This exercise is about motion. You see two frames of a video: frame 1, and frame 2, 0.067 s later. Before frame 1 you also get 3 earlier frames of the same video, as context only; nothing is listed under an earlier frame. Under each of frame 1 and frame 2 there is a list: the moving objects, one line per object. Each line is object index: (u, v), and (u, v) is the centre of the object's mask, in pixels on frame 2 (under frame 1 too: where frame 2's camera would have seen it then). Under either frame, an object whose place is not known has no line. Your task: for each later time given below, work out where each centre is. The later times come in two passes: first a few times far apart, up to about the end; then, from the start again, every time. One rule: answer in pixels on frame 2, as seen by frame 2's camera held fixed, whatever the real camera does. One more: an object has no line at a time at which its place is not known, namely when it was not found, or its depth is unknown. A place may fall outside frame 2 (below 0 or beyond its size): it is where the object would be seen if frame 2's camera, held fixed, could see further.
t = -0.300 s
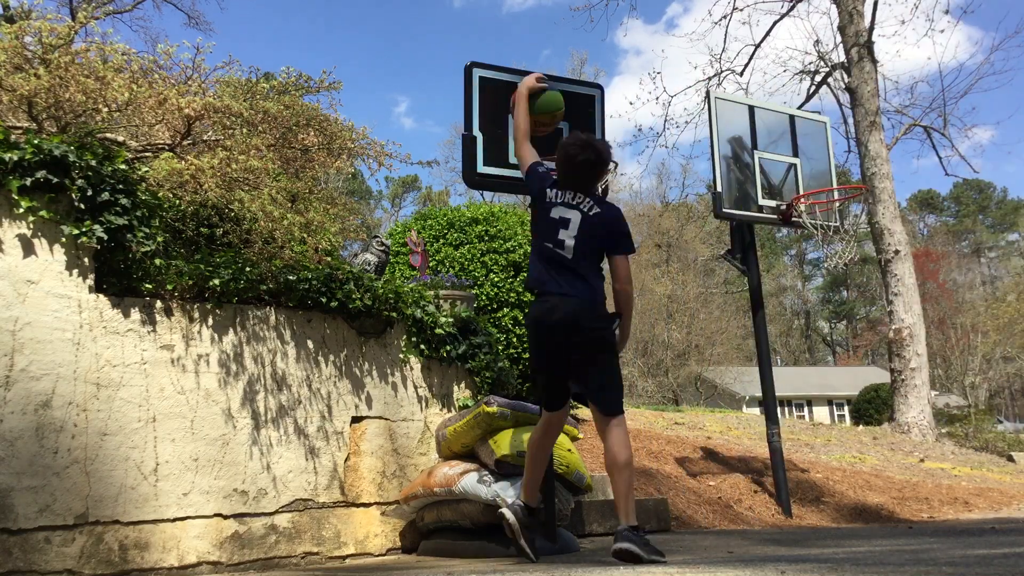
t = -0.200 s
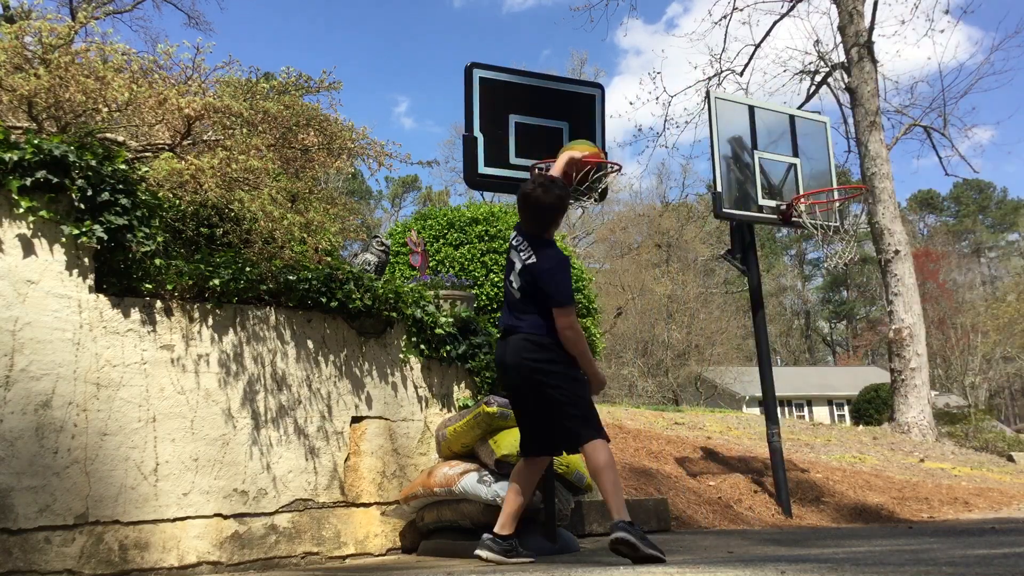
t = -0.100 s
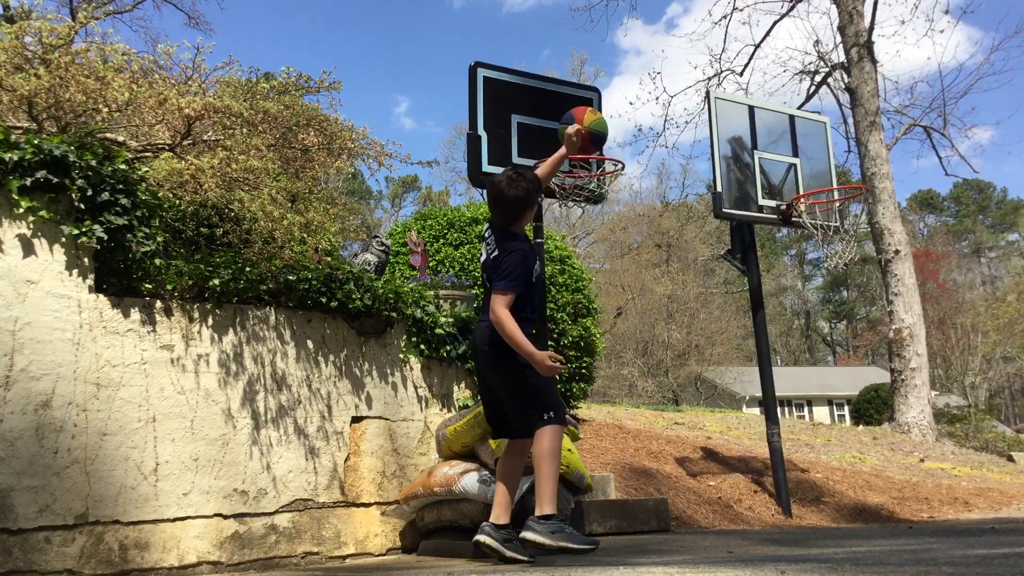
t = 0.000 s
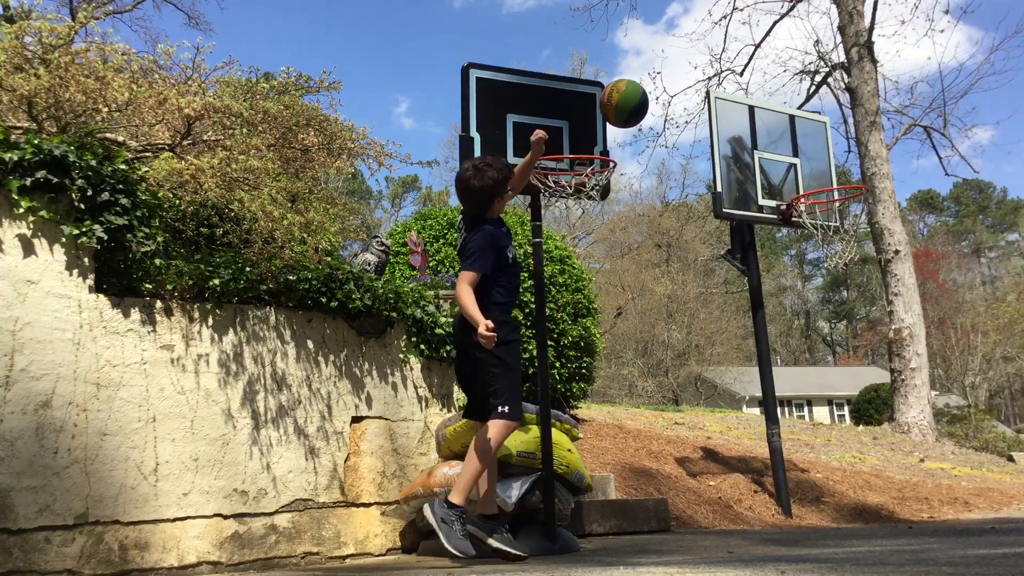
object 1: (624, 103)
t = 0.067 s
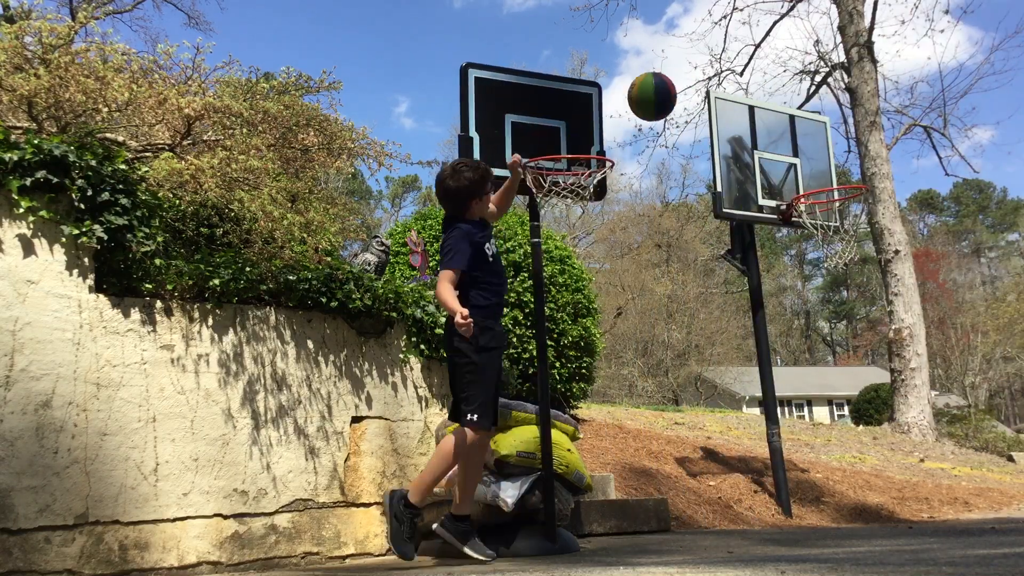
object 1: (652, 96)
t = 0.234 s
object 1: (727, 118)
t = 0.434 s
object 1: (827, 219)
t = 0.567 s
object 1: (902, 337)
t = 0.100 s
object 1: (666, 96)
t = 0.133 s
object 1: (681, 98)
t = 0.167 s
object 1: (696, 103)
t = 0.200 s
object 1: (711, 109)
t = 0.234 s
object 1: (727, 118)
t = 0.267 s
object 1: (742, 129)
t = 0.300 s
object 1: (758, 142)
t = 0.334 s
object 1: (775, 157)
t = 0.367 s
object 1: (791, 176)
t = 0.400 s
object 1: (808, 197)
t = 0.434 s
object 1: (827, 219)
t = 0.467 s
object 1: (845, 244)
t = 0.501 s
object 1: (863, 272)
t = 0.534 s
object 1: (882, 304)
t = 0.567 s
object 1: (902, 337)
